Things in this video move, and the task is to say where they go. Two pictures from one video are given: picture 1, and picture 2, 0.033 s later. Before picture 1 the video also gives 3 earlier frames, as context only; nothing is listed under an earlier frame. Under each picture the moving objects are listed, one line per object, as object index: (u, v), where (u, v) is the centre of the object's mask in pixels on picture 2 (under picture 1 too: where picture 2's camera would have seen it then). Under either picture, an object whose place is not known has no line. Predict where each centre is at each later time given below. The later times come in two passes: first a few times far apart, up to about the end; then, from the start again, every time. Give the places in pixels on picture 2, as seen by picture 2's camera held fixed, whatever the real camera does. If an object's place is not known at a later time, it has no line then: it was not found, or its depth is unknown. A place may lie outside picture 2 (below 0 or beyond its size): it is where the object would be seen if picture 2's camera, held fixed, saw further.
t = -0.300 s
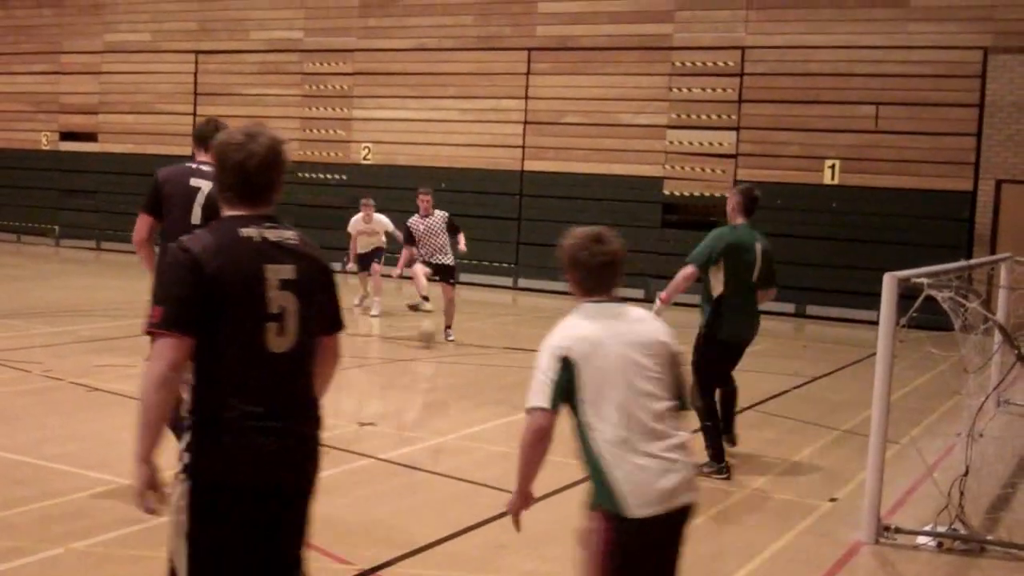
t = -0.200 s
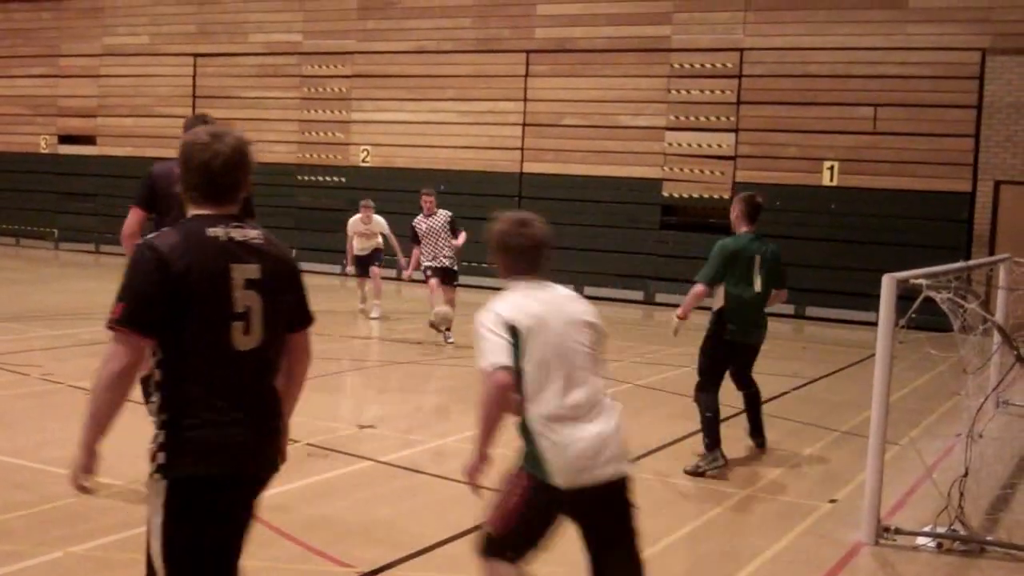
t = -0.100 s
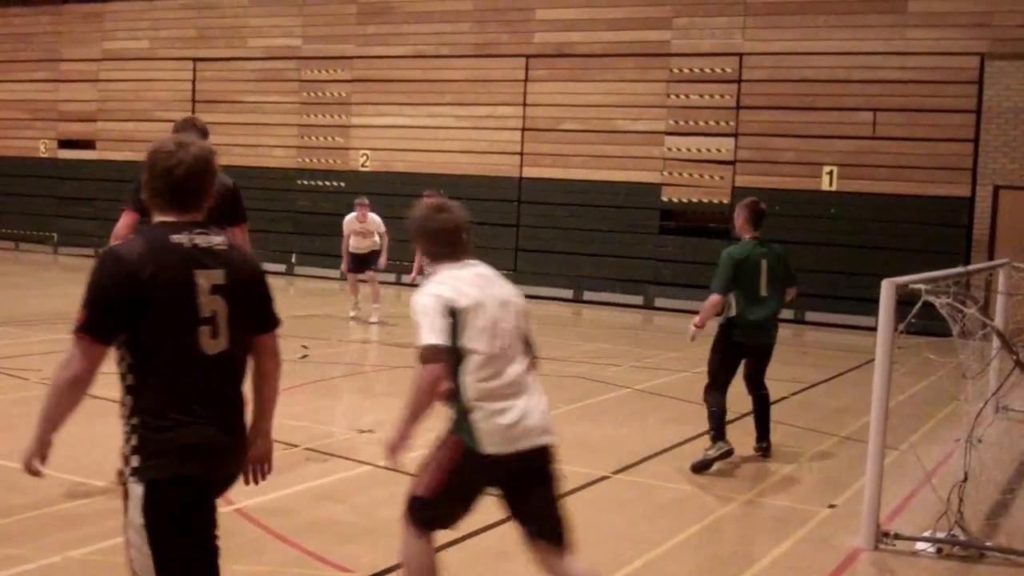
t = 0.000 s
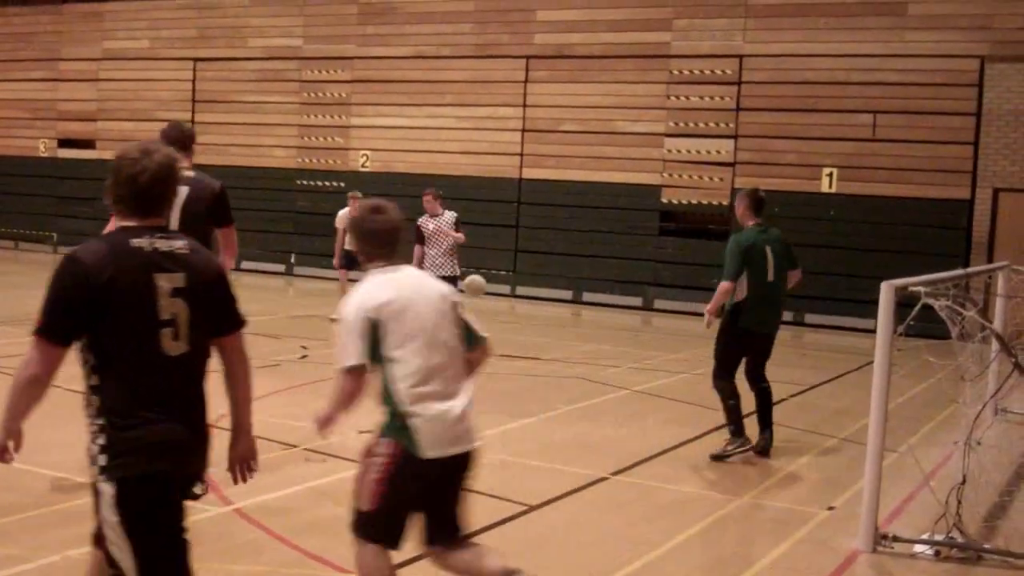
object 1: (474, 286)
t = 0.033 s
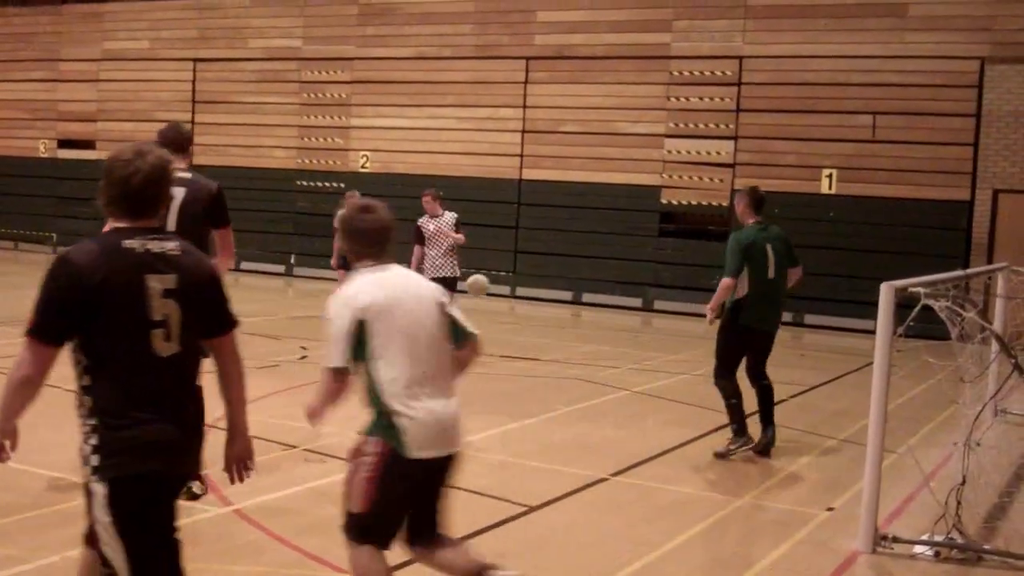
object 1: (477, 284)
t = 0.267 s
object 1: (517, 304)
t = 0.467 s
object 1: (550, 373)
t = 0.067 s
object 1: (484, 284)
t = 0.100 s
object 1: (490, 284)
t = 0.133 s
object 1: (493, 285)
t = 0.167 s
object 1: (500, 288)
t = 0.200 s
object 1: (507, 292)
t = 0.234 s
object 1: (511, 295)
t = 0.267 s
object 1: (517, 304)
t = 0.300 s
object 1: (523, 313)
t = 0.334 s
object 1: (527, 321)
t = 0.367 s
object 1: (533, 331)
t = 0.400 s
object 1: (540, 345)
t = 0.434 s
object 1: (543, 353)
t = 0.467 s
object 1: (550, 373)
